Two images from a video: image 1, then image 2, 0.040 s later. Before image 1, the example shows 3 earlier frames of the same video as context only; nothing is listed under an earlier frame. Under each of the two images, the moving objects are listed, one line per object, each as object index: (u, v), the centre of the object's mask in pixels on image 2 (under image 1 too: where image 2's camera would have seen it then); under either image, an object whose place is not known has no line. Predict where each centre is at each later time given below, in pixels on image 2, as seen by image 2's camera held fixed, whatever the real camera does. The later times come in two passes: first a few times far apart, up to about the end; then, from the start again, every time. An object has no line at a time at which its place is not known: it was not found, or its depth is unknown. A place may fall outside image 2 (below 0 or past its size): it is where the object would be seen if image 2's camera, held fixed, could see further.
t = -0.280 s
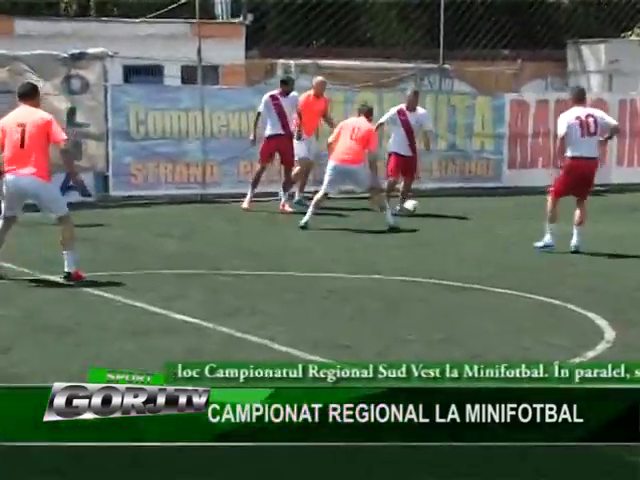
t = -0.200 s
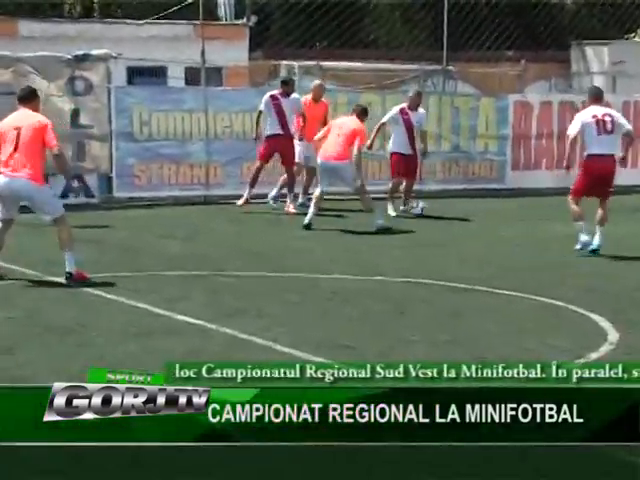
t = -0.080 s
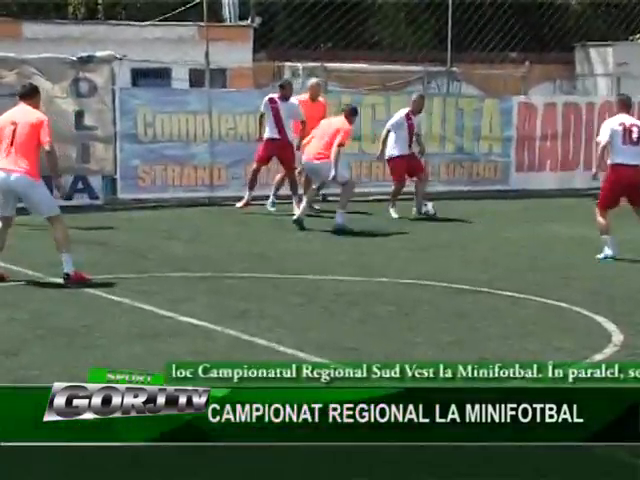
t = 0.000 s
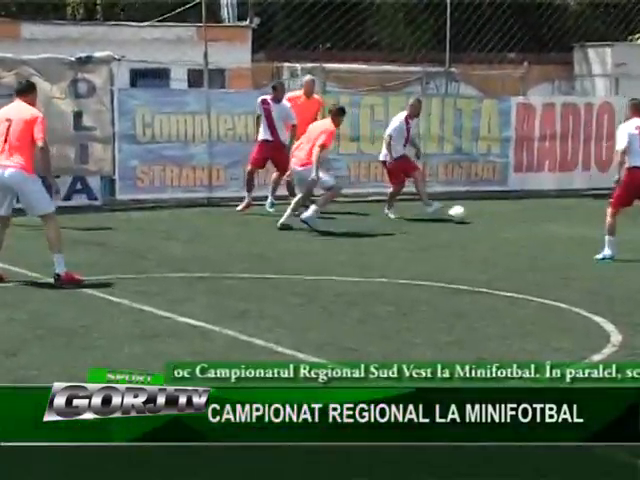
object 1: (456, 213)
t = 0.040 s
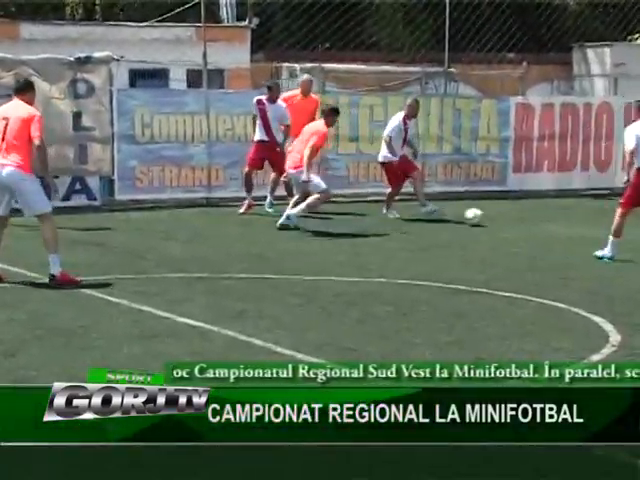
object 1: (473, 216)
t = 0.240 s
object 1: (556, 228)
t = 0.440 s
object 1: (636, 236)
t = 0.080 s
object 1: (490, 219)
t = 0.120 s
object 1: (507, 222)
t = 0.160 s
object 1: (524, 224)
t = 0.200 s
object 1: (541, 227)
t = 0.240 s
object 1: (556, 228)
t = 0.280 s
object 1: (573, 231)
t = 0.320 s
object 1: (589, 234)
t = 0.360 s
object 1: (605, 234)
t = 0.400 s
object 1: (621, 235)
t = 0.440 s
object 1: (636, 236)
